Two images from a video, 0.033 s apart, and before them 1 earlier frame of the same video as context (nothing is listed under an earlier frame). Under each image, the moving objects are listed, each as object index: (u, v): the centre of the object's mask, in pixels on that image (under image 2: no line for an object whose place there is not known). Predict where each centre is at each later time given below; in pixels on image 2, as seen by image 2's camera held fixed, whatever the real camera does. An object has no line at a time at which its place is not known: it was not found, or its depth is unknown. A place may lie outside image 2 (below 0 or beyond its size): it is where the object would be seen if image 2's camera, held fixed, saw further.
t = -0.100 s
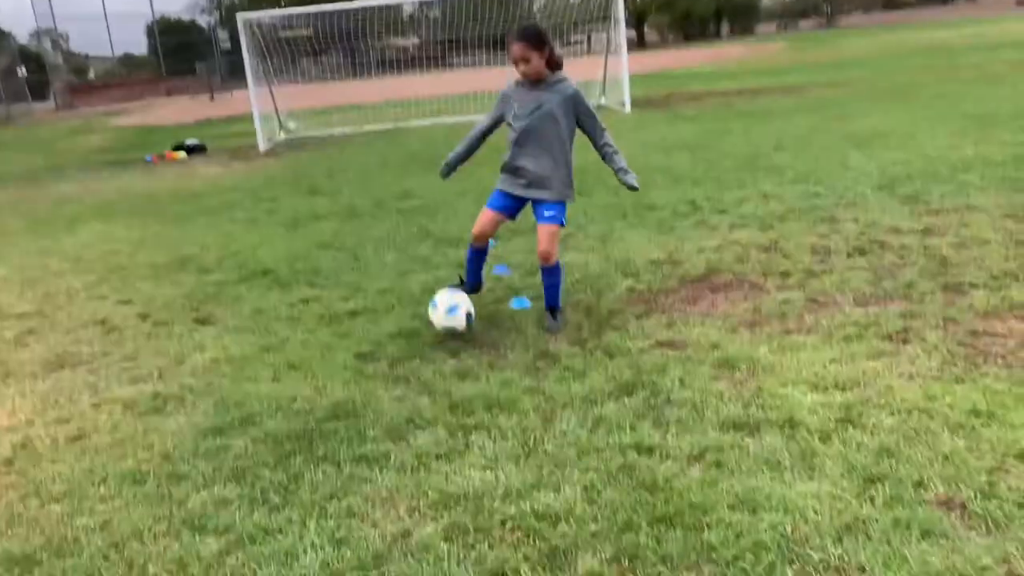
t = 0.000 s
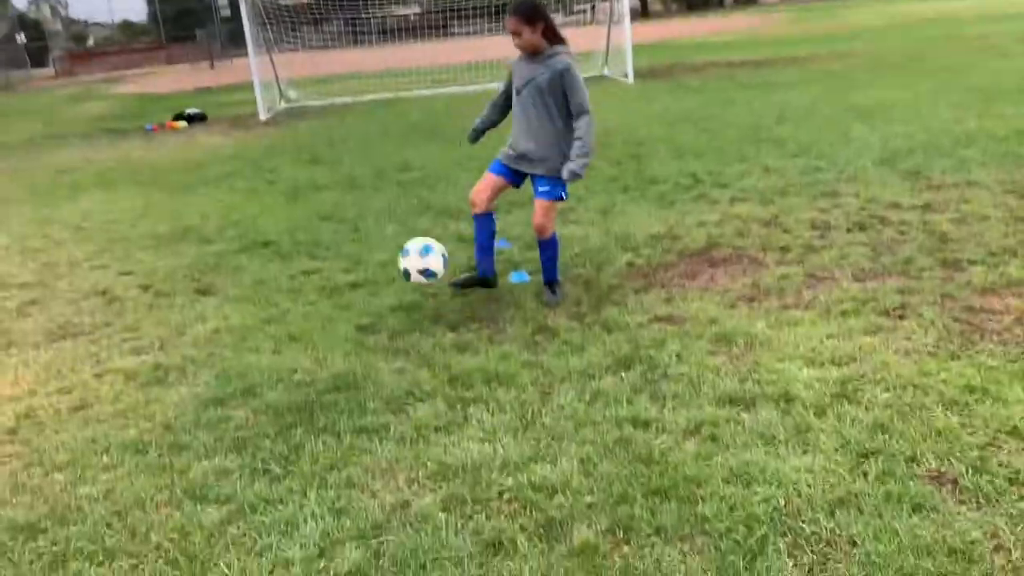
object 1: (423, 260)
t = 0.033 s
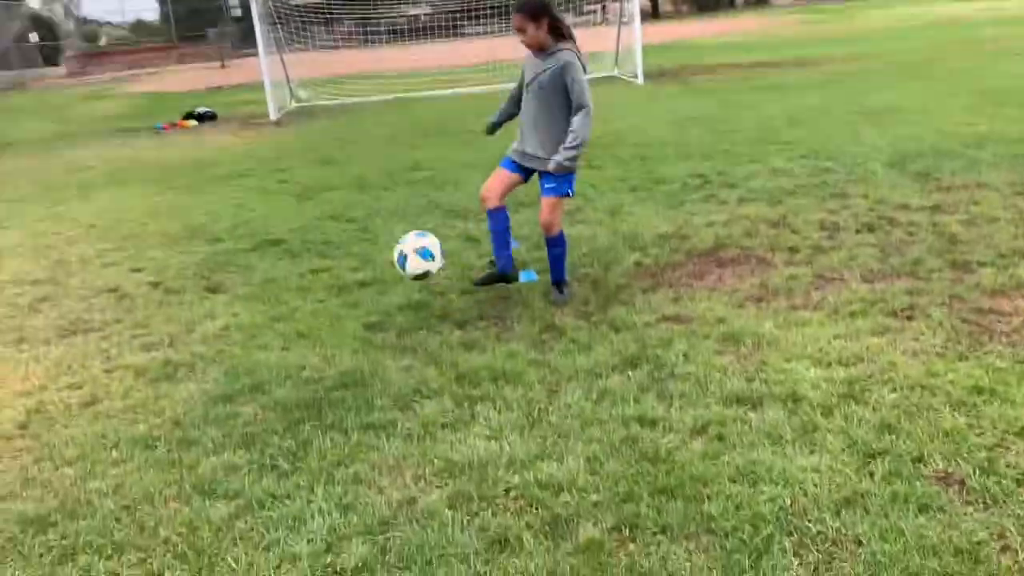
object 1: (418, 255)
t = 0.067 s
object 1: (405, 252)
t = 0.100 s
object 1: (391, 250)
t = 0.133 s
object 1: (375, 251)
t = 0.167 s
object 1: (360, 257)
